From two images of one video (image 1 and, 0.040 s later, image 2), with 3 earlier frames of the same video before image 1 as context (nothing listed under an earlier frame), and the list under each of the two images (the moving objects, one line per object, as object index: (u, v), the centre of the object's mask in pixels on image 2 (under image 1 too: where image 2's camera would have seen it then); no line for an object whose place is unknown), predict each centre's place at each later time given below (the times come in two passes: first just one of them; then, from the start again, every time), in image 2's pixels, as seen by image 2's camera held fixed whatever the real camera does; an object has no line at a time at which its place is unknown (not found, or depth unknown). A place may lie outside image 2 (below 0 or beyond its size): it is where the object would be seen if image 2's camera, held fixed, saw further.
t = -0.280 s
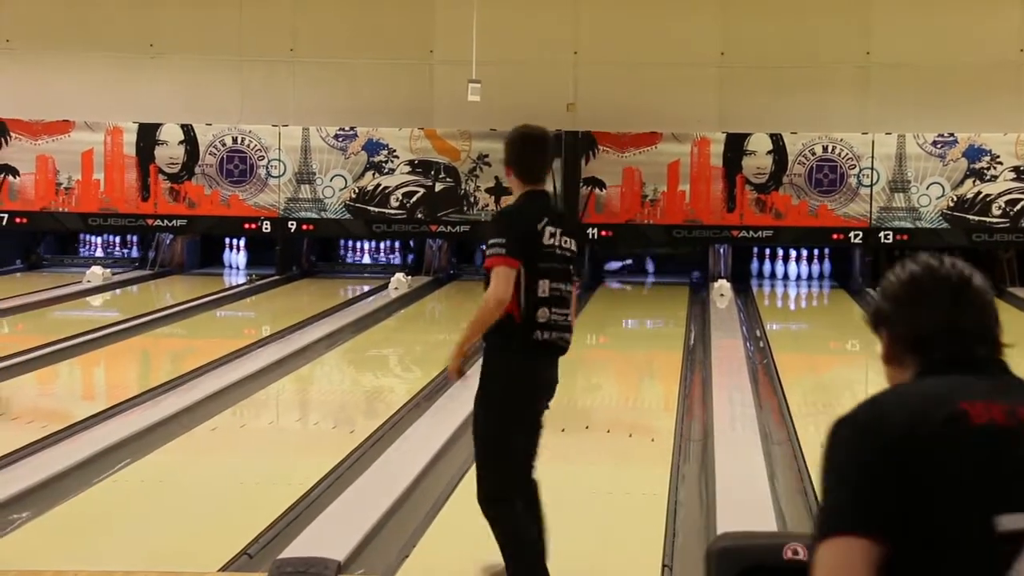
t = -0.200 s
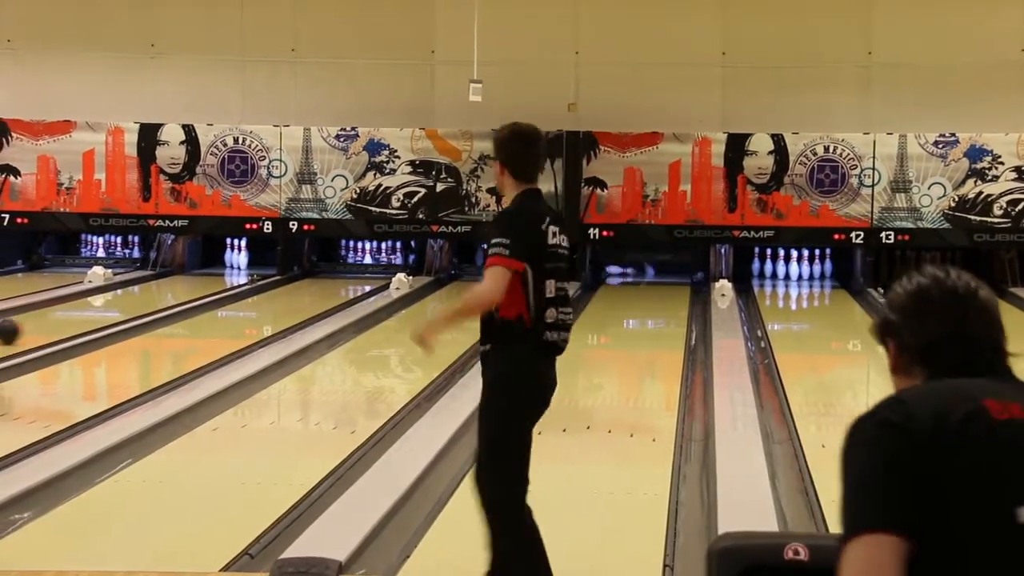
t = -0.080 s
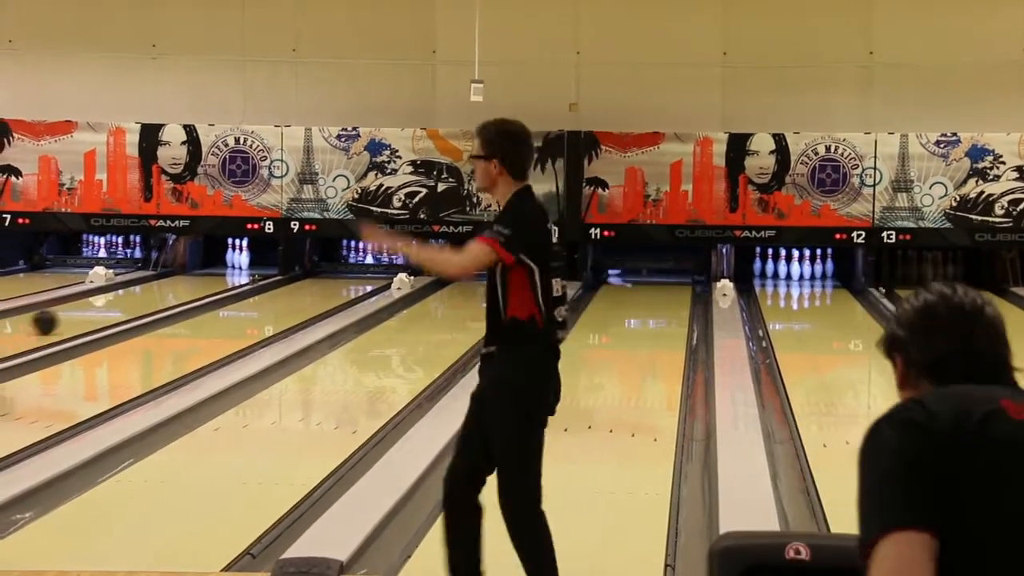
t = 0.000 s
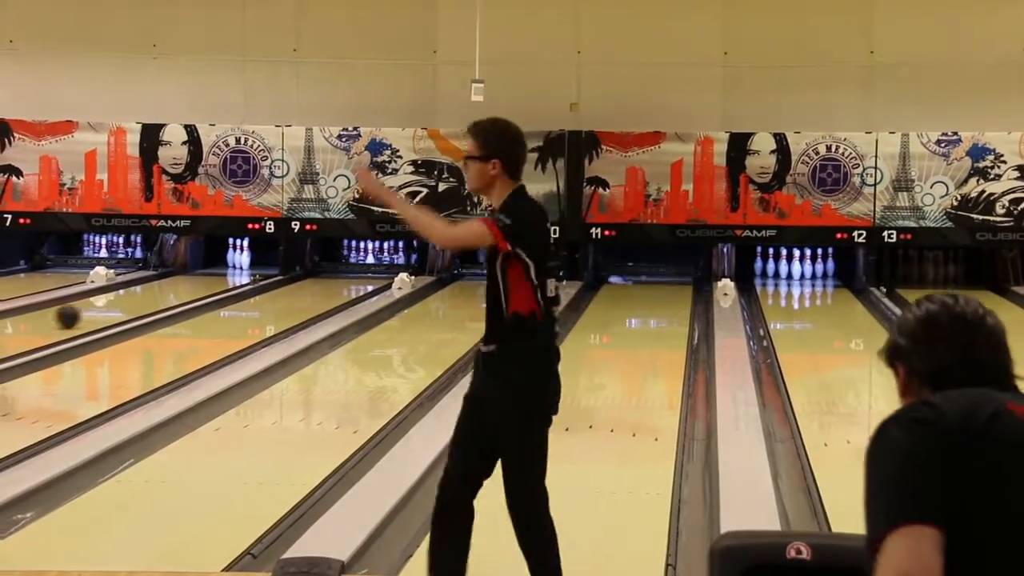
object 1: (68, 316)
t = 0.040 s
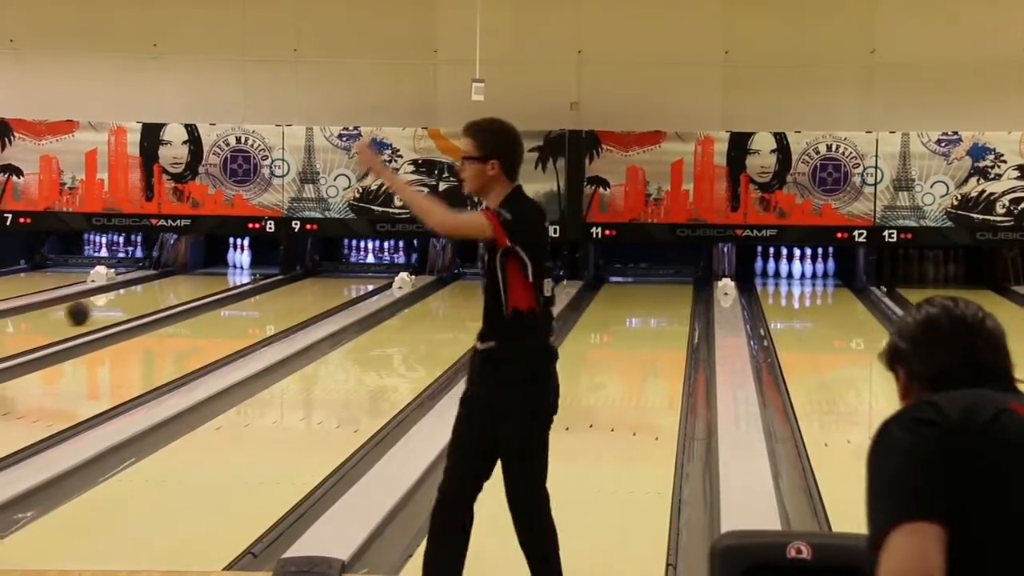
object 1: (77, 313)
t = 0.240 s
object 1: (125, 301)
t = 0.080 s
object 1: (88, 310)
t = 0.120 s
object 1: (98, 307)
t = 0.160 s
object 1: (108, 305)
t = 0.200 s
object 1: (116, 303)
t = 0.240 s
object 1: (125, 301)
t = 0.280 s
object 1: (133, 298)
